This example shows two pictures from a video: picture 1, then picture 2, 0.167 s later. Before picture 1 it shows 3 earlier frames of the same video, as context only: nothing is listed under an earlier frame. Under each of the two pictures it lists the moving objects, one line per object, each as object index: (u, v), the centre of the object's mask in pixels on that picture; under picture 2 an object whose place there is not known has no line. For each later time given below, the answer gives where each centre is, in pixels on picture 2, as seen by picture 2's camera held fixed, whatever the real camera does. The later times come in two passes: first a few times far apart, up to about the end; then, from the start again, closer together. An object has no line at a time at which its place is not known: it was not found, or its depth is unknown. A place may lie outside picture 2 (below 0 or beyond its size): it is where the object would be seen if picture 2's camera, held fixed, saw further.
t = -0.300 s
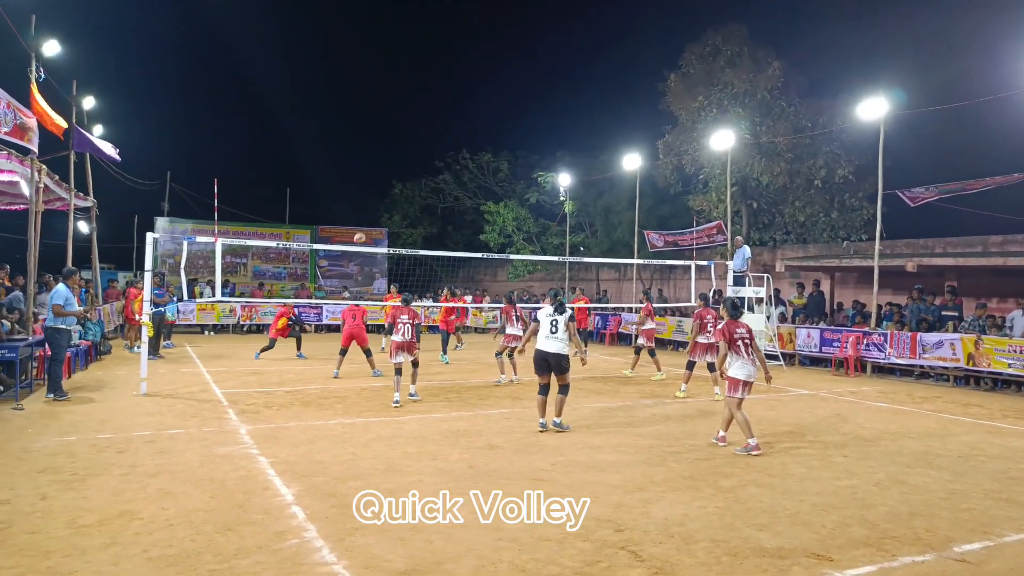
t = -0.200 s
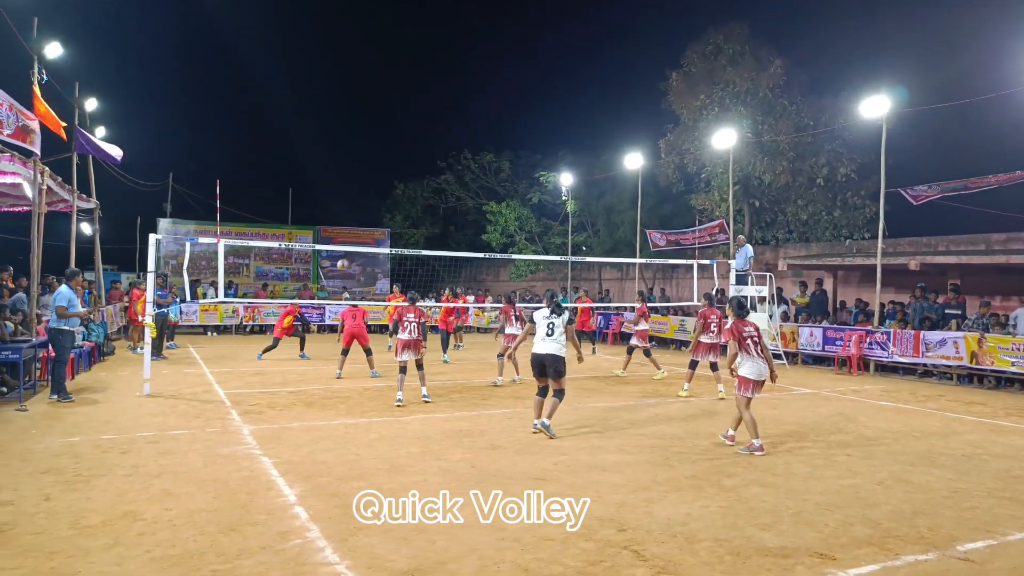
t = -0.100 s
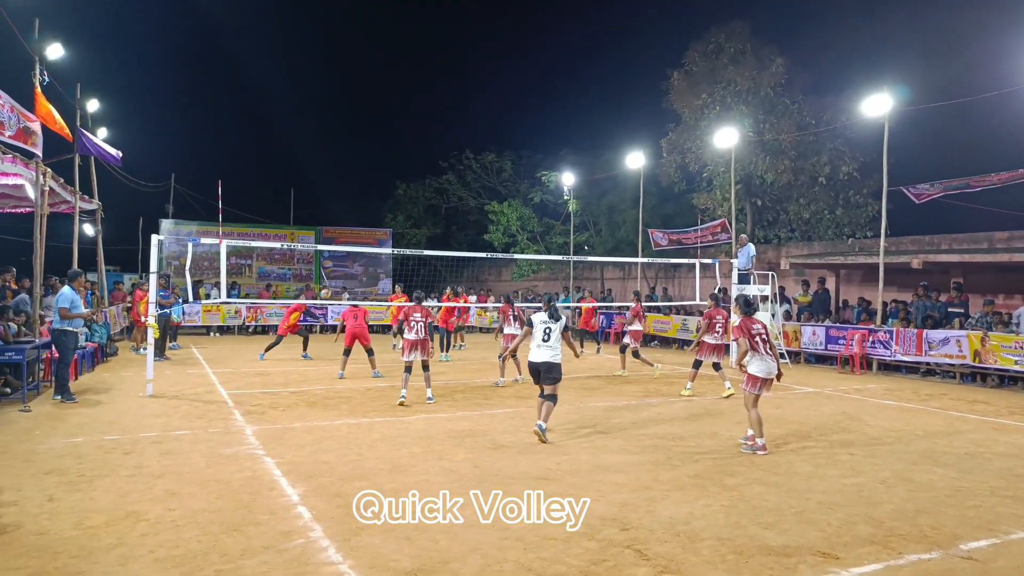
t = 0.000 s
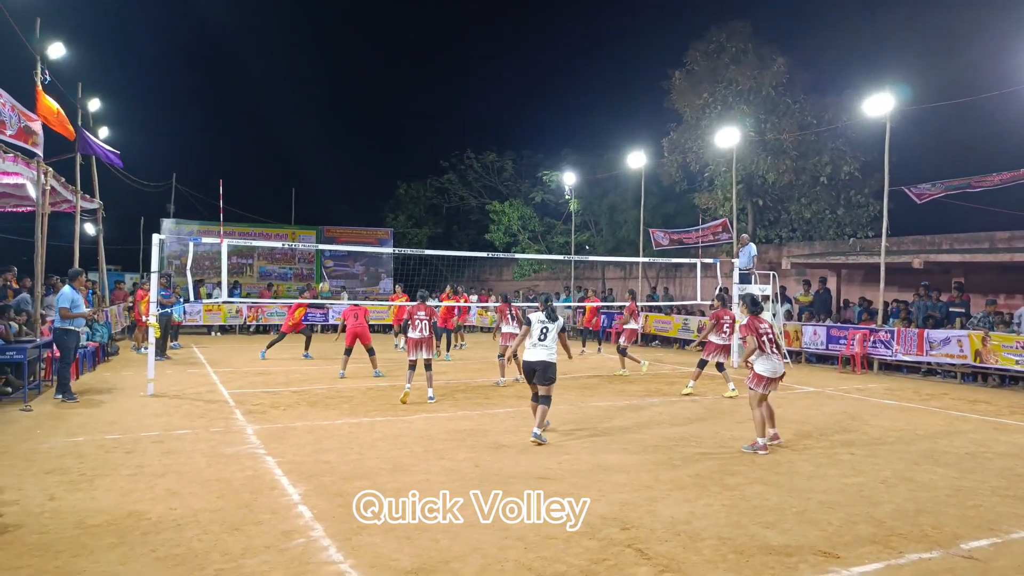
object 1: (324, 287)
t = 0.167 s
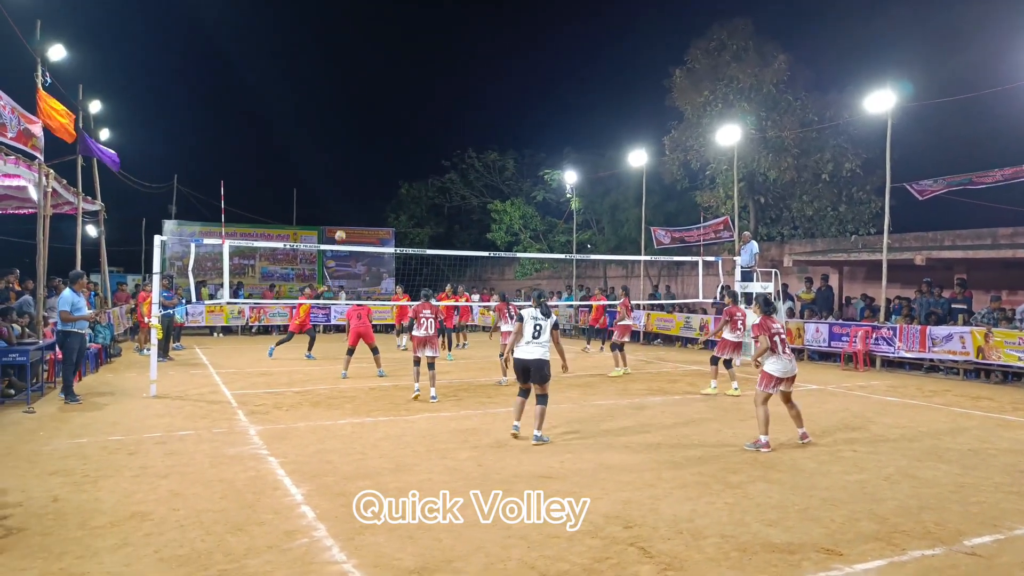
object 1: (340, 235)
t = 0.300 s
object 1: (352, 203)
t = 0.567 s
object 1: (378, 162)
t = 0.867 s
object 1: (409, 155)
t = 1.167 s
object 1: (440, 192)
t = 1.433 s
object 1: (469, 262)
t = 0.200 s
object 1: (343, 227)
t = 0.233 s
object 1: (346, 219)
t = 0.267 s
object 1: (349, 211)
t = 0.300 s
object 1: (352, 203)
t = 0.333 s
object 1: (356, 196)
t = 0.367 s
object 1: (359, 190)
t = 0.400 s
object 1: (362, 183)
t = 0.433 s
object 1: (365, 178)
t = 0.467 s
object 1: (368, 173)
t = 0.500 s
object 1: (372, 169)
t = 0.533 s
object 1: (375, 165)
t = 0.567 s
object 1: (378, 162)
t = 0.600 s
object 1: (382, 159)
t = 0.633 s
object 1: (385, 156)
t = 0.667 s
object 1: (388, 154)
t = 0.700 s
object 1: (392, 153)
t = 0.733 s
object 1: (395, 153)
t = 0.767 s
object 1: (398, 153)
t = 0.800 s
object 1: (402, 153)
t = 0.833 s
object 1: (406, 154)
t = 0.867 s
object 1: (409, 155)
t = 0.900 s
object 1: (412, 157)
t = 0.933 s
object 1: (416, 159)
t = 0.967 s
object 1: (419, 163)
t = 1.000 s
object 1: (422, 166)
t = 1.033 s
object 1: (426, 170)
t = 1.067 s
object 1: (429, 175)
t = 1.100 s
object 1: (433, 180)
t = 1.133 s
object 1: (436, 186)
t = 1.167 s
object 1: (440, 192)
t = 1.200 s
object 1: (444, 199)
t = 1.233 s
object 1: (447, 206)
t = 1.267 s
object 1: (451, 214)
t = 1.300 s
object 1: (455, 222)
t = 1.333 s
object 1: (458, 232)
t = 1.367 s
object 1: (462, 241)
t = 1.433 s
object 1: (469, 262)
